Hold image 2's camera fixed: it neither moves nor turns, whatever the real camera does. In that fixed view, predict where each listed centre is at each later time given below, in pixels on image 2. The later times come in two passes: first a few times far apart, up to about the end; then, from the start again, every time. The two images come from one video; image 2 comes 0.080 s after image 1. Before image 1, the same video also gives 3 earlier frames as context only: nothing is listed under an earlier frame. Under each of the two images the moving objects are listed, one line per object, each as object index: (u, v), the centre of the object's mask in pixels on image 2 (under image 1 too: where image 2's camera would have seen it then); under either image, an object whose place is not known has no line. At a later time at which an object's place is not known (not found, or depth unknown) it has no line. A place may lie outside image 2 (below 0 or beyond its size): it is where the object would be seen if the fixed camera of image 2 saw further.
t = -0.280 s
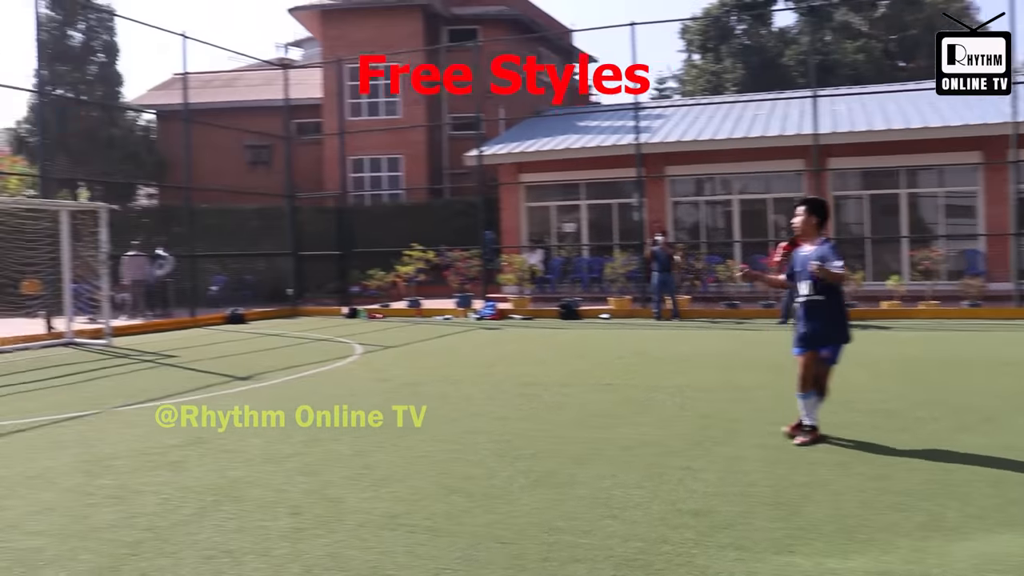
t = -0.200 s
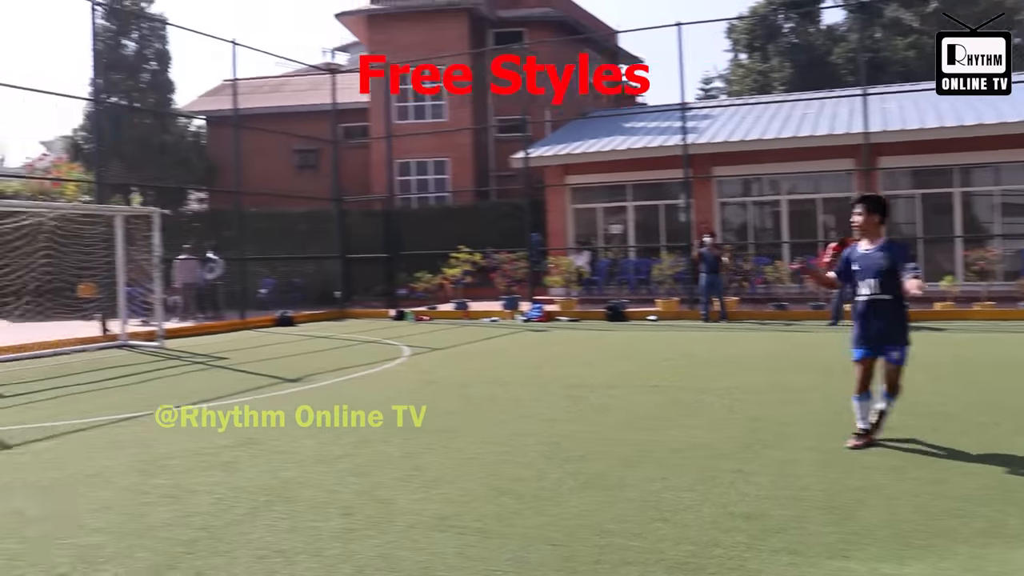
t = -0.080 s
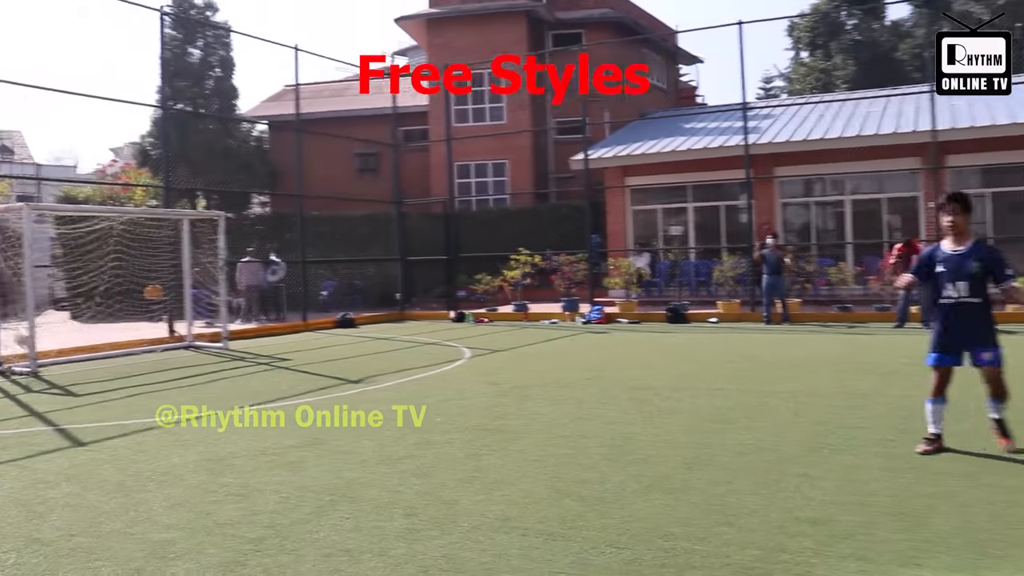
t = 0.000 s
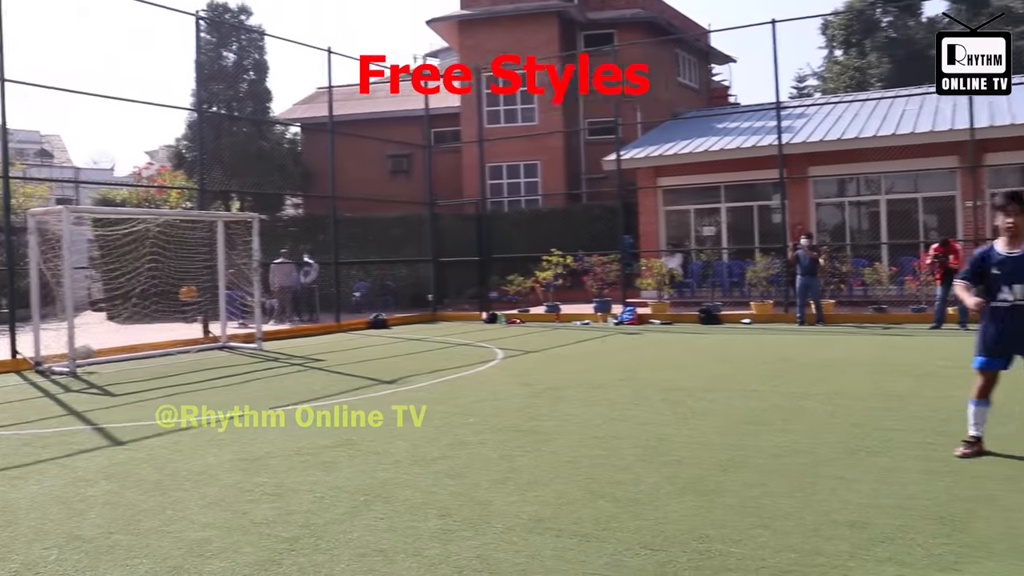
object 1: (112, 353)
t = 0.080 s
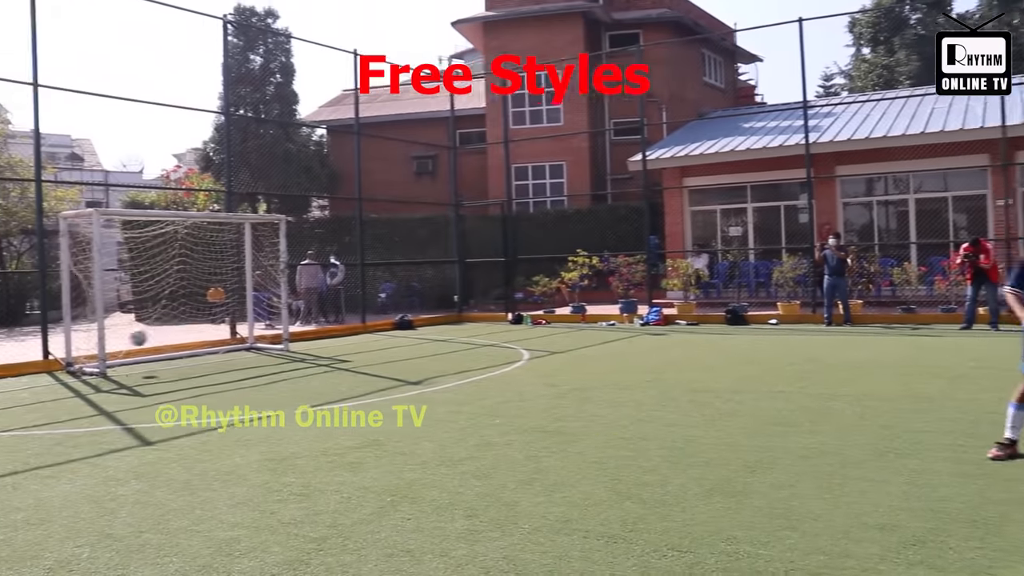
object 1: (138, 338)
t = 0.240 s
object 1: (196, 321)
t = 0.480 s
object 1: (294, 340)
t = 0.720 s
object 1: (407, 360)
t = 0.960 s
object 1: (542, 350)
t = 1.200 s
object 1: (708, 385)
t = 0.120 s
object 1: (152, 331)
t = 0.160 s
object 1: (167, 326)
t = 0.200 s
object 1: (181, 323)
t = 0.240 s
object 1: (196, 321)
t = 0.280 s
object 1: (212, 320)
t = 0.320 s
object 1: (228, 321)
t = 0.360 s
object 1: (242, 325)
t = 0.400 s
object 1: (260, 327)
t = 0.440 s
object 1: (278, 334)
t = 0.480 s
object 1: (294, 340)
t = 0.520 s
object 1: (313, 349)
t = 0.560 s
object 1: (330, 360)
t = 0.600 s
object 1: (348, 372)
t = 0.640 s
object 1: (368, 376)
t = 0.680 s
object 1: (388, 366)
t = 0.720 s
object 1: (407, 360)
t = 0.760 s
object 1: (428, 354)
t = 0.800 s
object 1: (449, 350)
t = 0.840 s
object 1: (472, 348)
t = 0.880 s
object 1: (494, 346)
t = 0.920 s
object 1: (518, 347)
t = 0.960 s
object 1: (542, 350)
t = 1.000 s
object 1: (567, 355)
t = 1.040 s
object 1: (593, 362)
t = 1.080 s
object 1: (621, 371)
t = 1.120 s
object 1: (649, 382)
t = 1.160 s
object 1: (678, 395)
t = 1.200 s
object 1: (708, 385)
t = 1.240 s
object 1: (736, 377)
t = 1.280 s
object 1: (767, 371)
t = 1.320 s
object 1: (798, 366)
